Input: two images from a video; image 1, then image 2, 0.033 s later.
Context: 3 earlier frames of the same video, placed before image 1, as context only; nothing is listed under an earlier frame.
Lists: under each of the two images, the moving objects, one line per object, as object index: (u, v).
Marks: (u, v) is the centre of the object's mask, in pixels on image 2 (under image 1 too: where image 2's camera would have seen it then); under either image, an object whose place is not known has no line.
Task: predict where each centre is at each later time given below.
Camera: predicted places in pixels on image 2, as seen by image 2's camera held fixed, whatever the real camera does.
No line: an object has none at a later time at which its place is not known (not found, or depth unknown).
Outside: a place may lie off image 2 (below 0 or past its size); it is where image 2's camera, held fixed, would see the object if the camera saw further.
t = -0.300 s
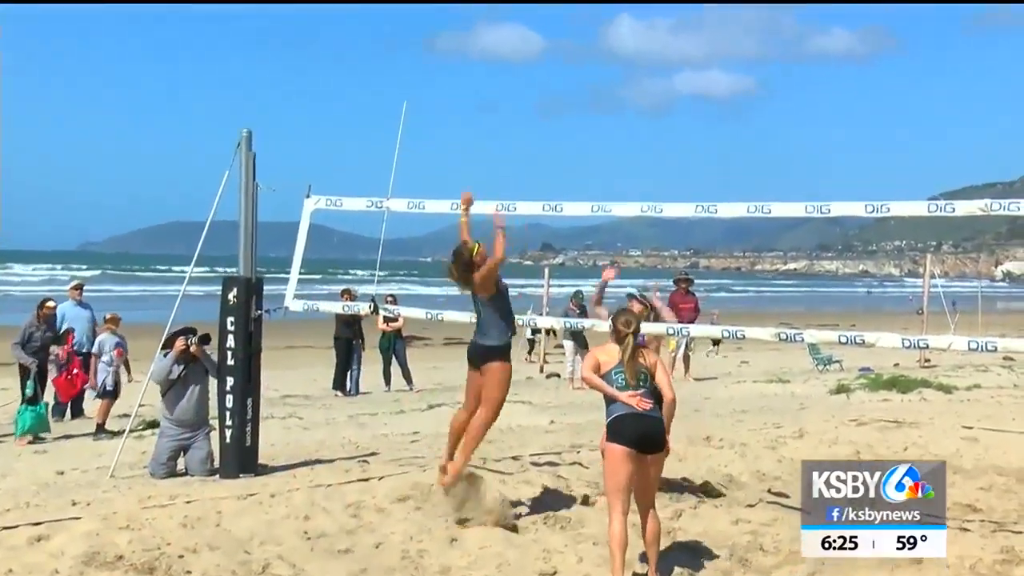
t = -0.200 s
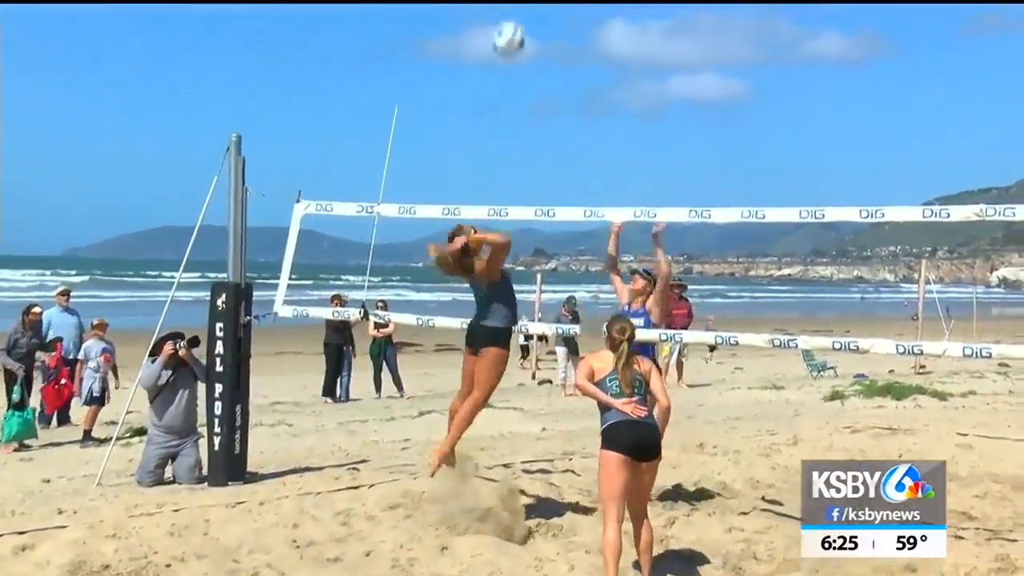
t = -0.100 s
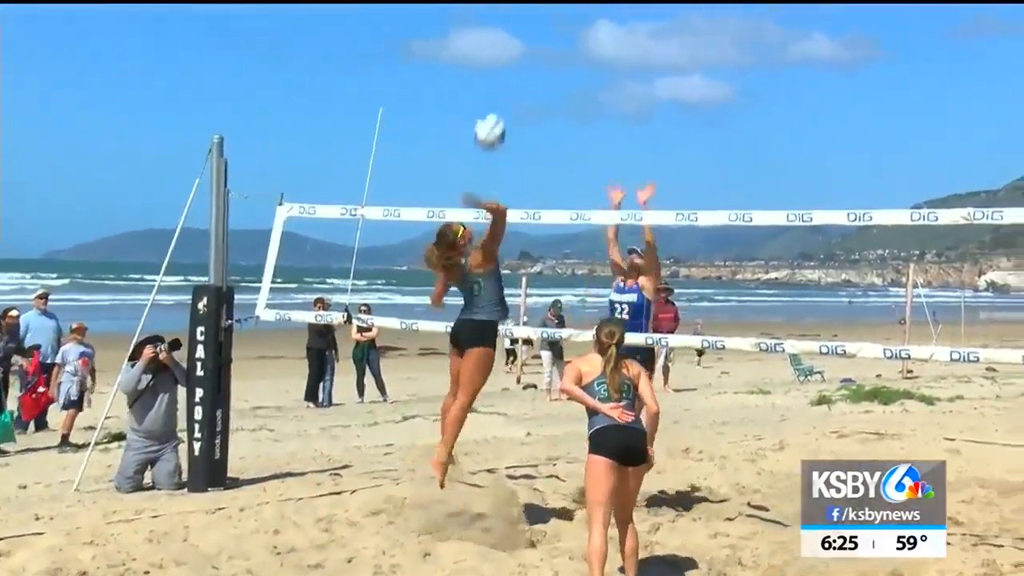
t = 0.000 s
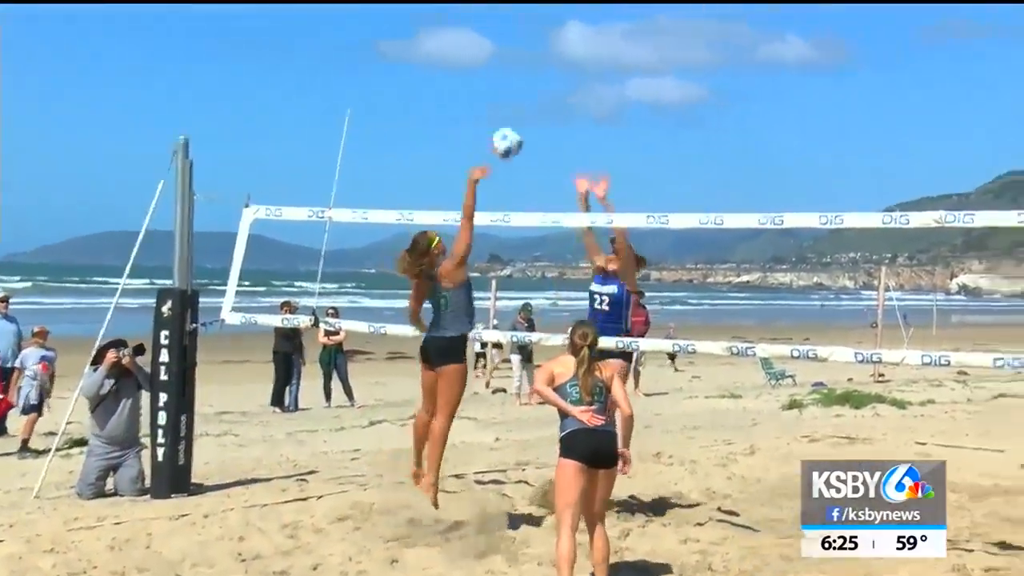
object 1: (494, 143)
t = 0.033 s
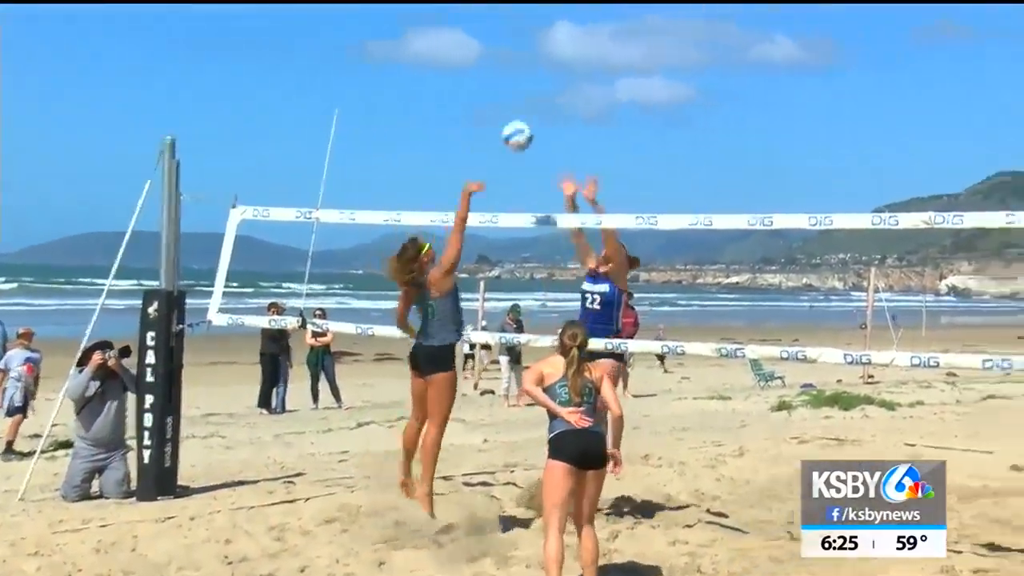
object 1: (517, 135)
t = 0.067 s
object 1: (540, 130)
